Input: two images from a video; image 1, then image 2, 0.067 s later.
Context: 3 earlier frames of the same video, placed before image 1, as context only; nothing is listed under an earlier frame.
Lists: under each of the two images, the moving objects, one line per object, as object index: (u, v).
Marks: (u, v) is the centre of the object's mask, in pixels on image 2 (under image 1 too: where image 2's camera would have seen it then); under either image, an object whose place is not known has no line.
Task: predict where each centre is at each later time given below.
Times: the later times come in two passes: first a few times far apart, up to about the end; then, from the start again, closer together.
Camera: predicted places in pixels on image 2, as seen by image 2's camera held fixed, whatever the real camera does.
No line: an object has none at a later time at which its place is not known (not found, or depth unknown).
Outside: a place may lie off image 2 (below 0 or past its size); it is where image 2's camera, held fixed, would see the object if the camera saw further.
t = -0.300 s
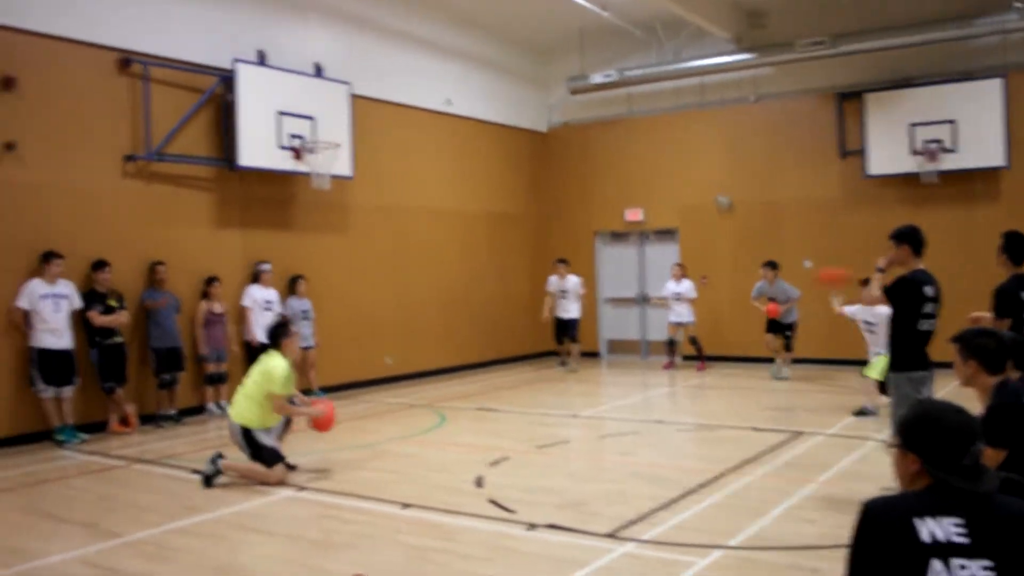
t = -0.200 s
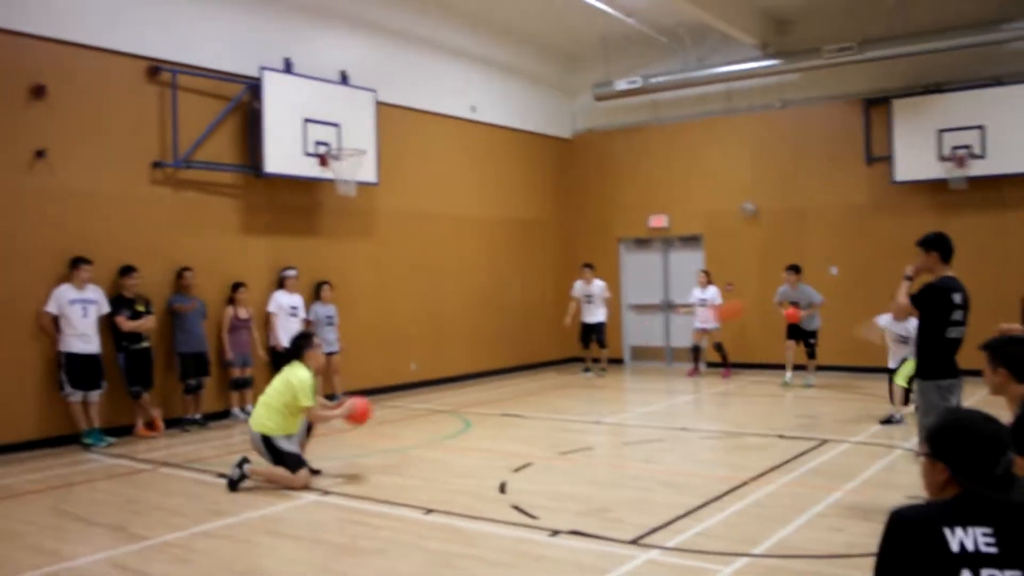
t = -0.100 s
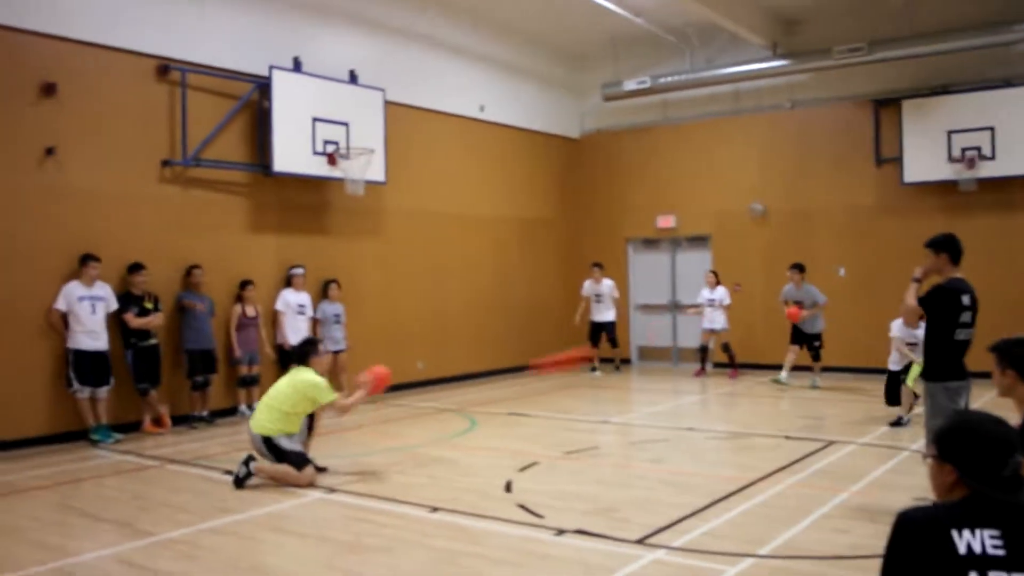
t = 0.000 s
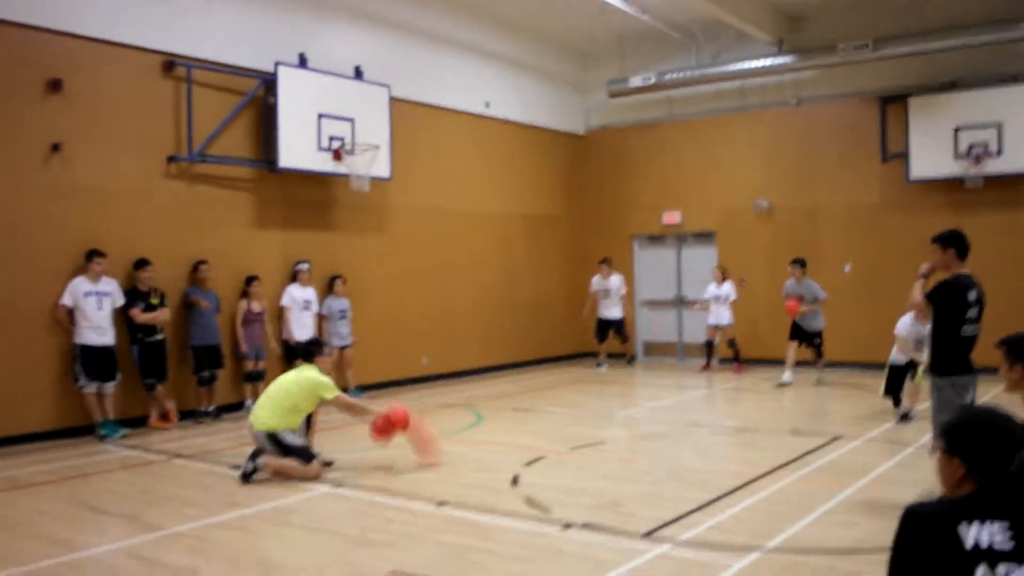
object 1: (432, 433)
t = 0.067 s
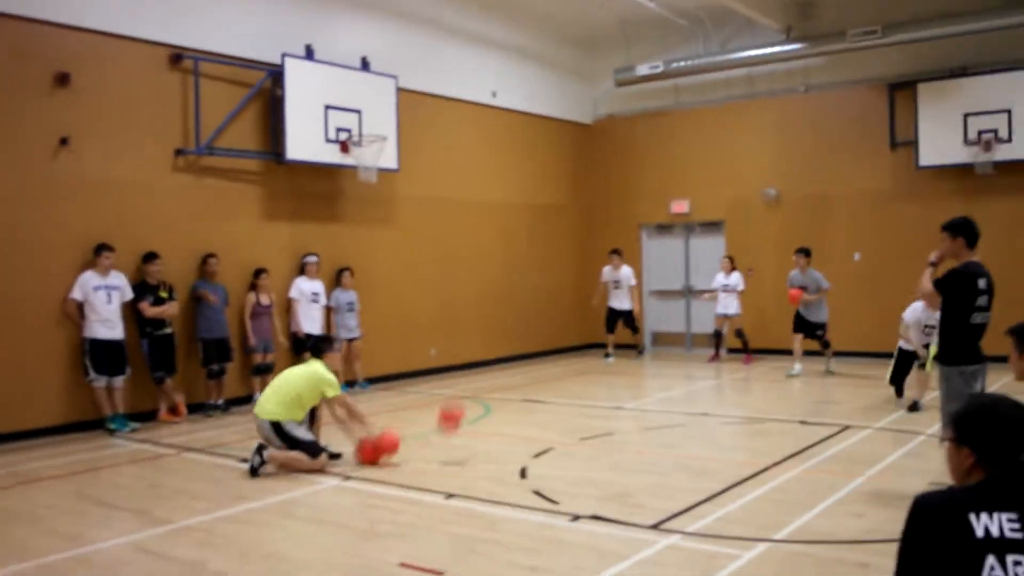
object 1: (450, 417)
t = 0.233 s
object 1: (494, 317)
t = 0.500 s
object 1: (567, 229)
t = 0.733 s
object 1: (633, 228)
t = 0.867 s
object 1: (676, 262)
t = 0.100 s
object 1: (459, 393)
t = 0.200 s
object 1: (485, 335)
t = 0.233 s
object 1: (494, 317)
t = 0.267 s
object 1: (504, 300)
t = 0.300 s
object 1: (511, 287)
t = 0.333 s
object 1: (521, 274)
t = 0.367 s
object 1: (530, 263)
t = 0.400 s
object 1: (539, 252)
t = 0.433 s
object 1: (548, 241)
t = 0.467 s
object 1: (558, 234)
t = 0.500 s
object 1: (567, 229)
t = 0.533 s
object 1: (575, 225)
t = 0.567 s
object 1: (585, 220)
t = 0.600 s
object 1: (595, 216)
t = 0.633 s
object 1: (604, 217)
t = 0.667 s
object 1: (614, 220)
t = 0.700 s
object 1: (623, 223)
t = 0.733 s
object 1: (633, 228)
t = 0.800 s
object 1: (655, 243)
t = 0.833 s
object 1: (665, 251)
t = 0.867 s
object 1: (676, 262)
